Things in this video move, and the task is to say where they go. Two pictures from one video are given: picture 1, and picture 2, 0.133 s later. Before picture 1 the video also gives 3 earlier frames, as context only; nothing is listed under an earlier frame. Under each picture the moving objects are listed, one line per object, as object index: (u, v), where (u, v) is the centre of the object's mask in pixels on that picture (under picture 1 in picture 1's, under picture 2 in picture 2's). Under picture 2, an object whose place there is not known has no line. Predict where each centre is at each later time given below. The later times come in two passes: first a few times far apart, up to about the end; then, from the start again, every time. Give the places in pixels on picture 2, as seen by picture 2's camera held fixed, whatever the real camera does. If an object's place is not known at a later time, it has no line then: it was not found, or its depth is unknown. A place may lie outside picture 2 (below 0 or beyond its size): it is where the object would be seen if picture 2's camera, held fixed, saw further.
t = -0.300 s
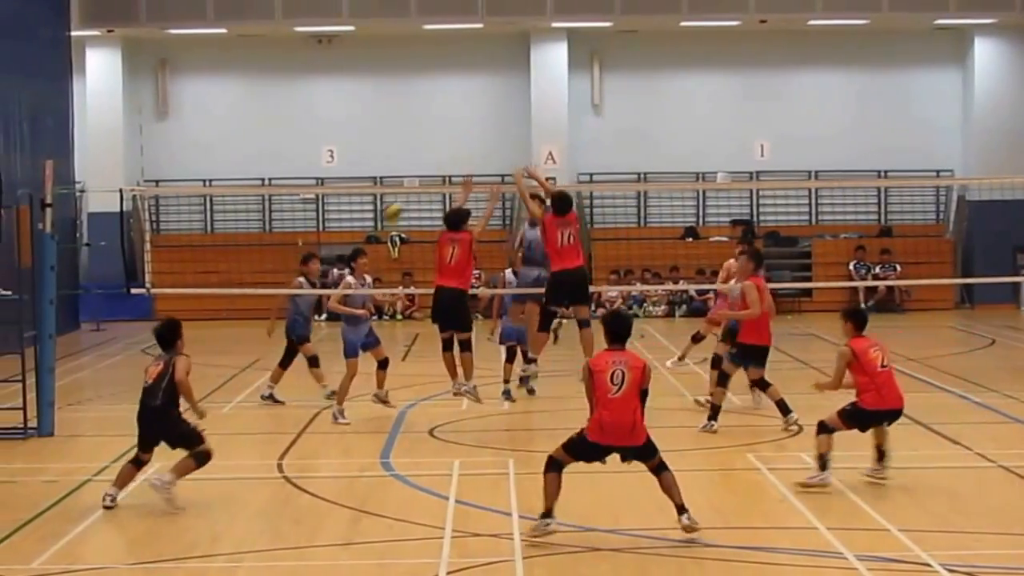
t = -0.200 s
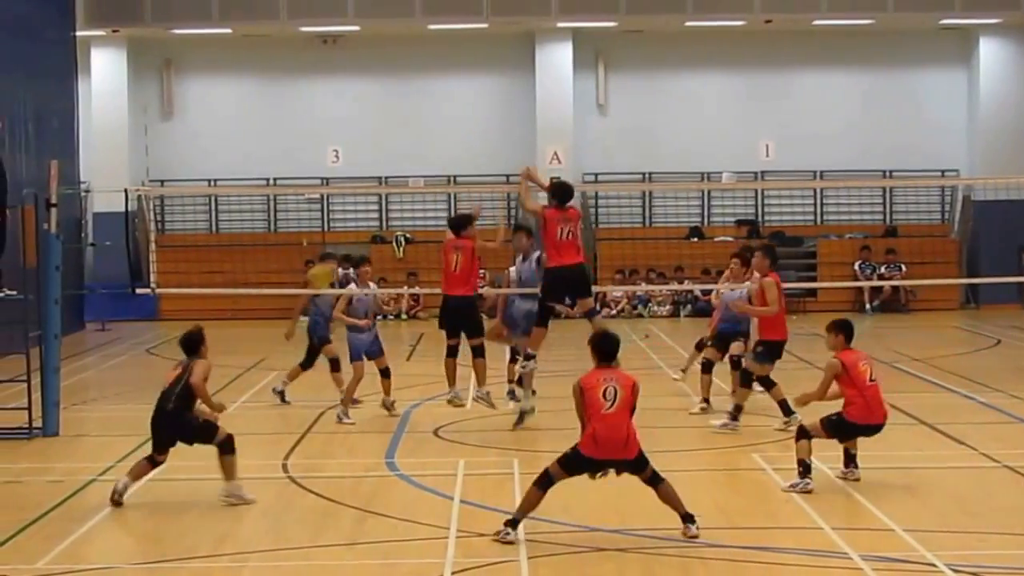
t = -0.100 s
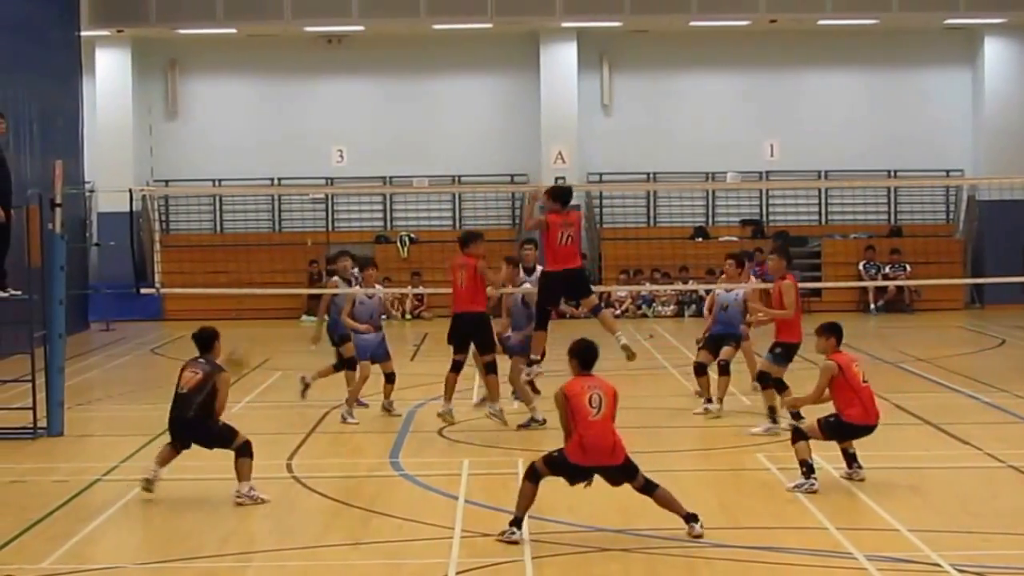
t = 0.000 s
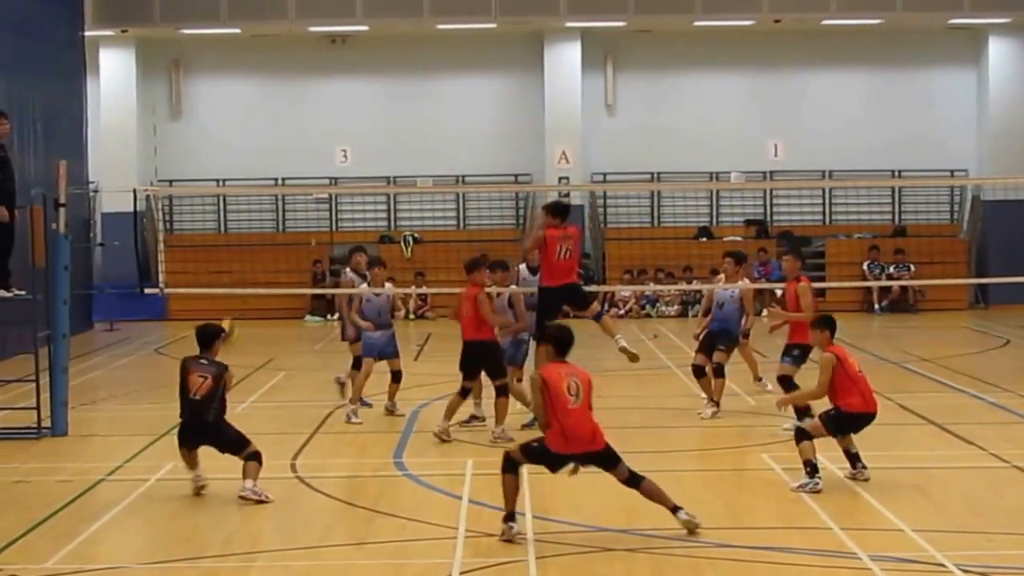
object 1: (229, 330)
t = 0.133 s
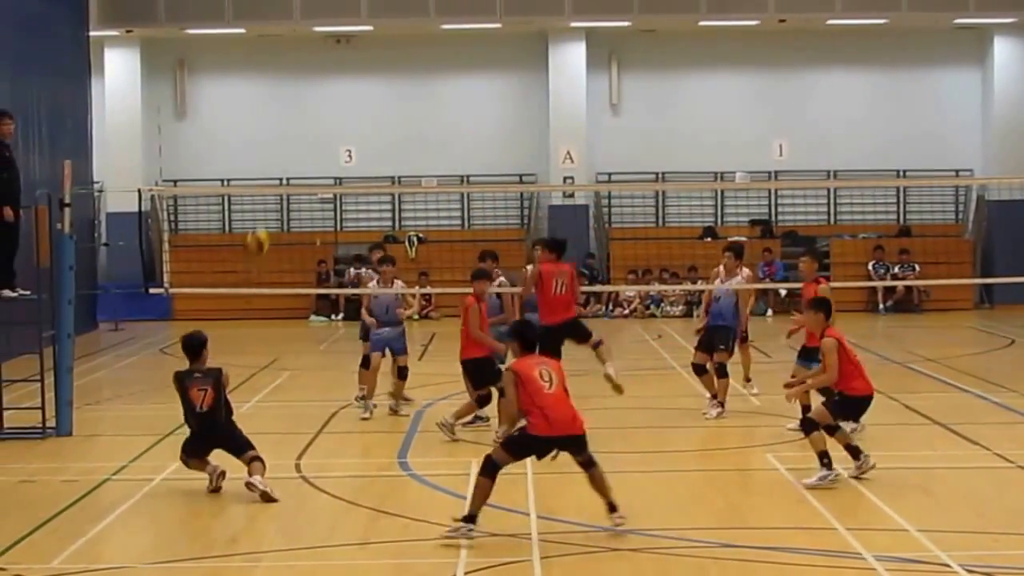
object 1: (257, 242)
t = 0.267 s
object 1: (285, 180)
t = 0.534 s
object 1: (332, 125)
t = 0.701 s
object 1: (356, 130)
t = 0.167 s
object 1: (265, 222)
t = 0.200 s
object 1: (272, 206)
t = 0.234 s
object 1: (277, 192)
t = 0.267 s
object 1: (285, 180)
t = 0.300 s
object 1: (291, 168)
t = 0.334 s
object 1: (298, 158)
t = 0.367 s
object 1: (304, 149)
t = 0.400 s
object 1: (311, 142)
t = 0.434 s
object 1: (316, 135)
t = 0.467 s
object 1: (321, 130)
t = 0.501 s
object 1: (327, 127)
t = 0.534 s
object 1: (332, 125)
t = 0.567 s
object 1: (338, 124)
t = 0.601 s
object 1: (342, 124)
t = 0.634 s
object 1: (347, 125)
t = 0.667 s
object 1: (352, 127)
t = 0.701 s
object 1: (356, 130)
